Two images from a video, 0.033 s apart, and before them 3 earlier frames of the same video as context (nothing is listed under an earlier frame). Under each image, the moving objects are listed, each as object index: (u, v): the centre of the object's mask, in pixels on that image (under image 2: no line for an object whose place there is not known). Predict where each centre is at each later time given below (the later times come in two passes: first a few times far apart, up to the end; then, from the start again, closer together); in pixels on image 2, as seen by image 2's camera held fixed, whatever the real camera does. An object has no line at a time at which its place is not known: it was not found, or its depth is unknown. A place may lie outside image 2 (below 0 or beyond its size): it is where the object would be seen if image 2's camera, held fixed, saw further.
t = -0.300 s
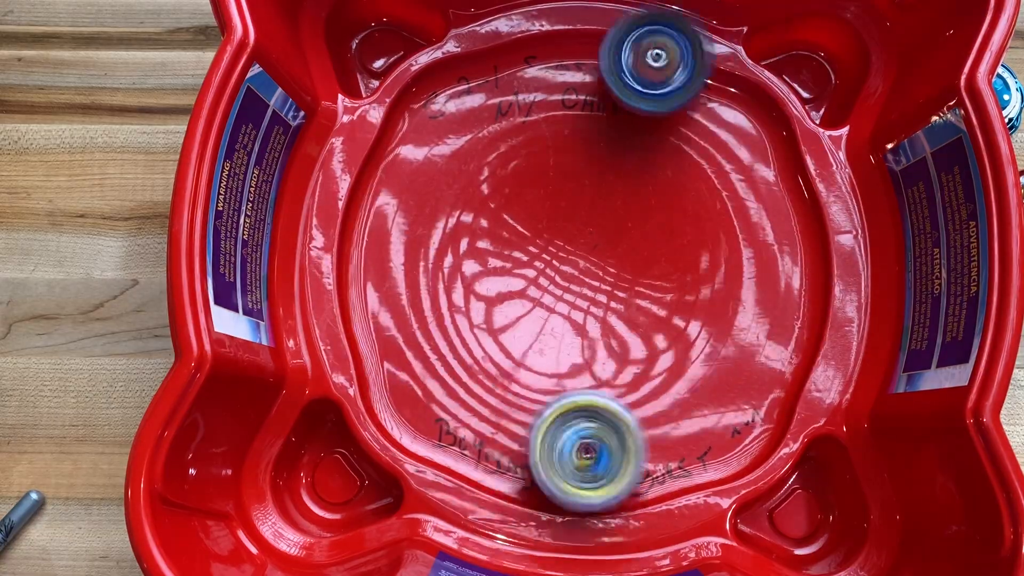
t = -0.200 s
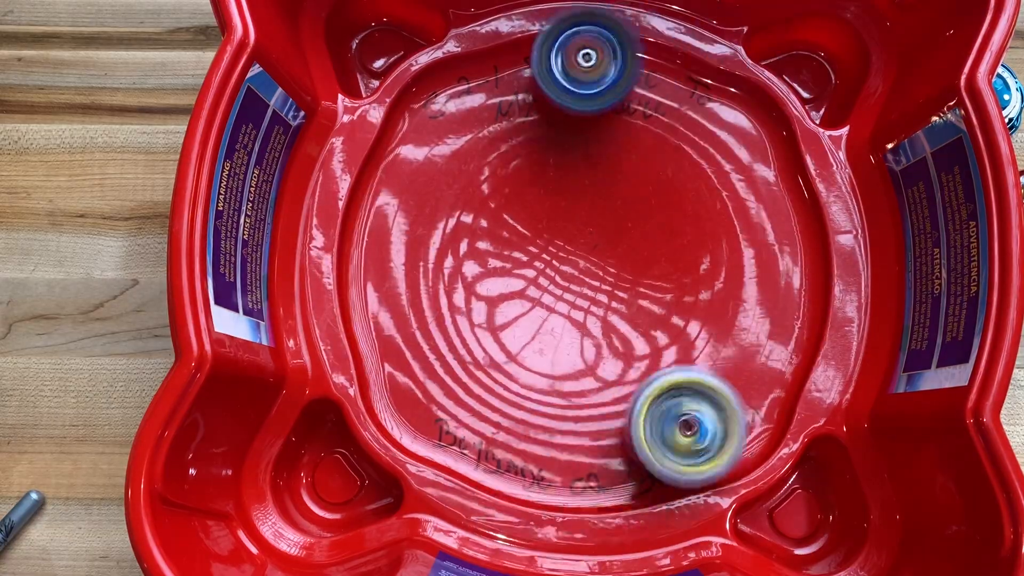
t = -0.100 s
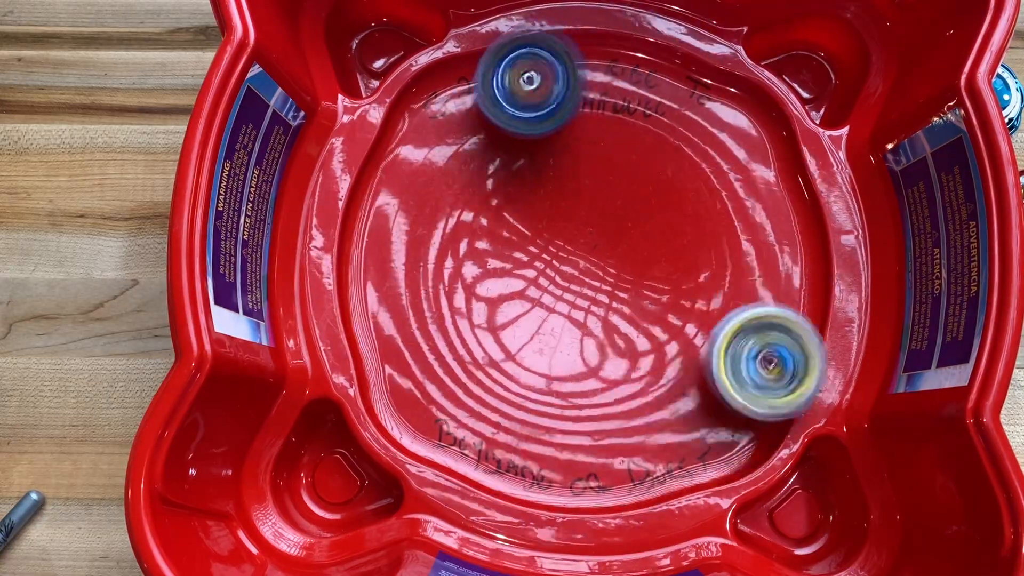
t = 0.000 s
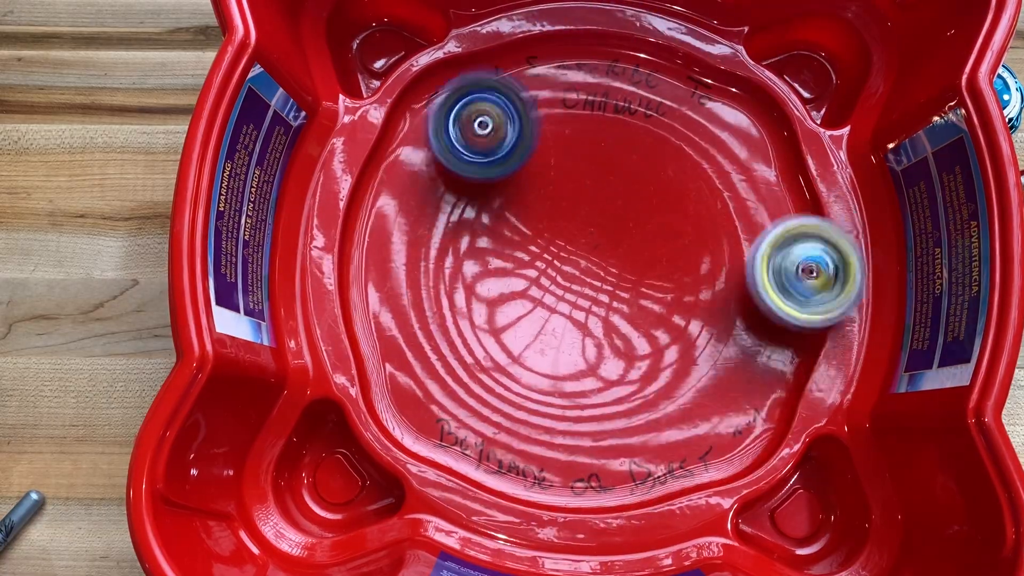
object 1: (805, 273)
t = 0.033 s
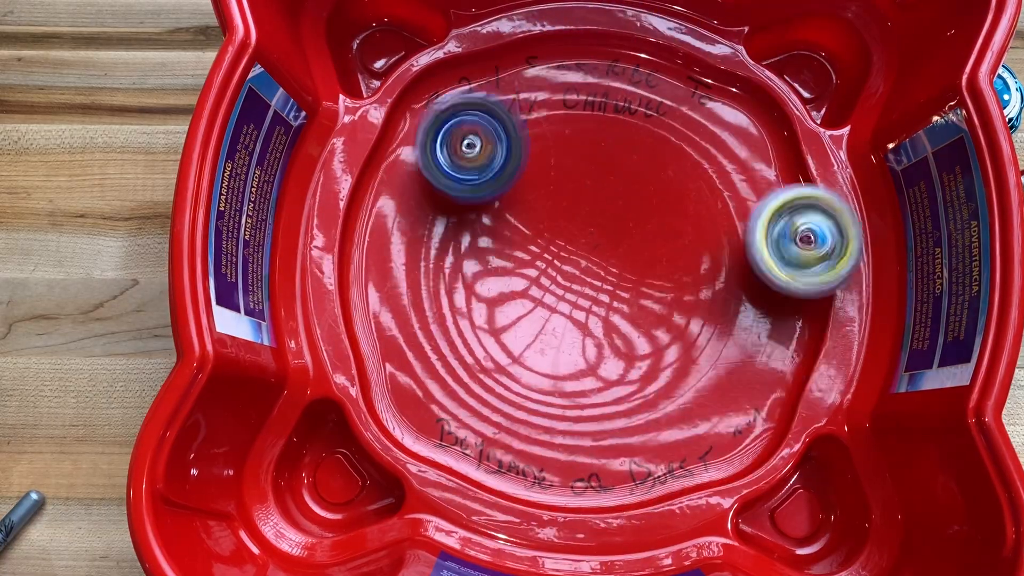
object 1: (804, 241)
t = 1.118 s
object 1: (633, 436)
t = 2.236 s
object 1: (447, 315)
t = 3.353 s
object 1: (481, 190)
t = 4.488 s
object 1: (526, 285)
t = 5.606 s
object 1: (602, 312)
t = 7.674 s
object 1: (535, 199)
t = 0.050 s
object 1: (800, 225)
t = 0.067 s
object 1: (798, 210)
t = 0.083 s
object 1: (794, 193)
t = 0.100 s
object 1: (789, 180)
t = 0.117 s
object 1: (780, 165)
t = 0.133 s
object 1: (769, 153)
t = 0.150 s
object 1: (762, 139)
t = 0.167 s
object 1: (749, 127)
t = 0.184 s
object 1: (741, 117)
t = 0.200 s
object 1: (729, 105)
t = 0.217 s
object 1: (719, 97)
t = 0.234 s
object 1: (707, 86)
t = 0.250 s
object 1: (696, 79)
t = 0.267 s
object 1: (684, 70)
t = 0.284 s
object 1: (671, 66)
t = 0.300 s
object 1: (659, 61)
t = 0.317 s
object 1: (644, 59)
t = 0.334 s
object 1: (631, 57)
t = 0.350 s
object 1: (616, 54)
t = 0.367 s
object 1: (602, 54)
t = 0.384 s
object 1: (587, 51)
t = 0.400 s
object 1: (574, 53)
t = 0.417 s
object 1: (561, 52)
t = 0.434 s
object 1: (547, 55)
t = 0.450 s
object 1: (535, 57)
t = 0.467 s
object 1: (522, 61)
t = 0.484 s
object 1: (511, 67)
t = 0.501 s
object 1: (499, 72)
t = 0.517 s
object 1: (489, 80)
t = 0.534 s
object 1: (477, 86)
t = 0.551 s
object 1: (467, 96)
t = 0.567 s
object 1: (457, 102)
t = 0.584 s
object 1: (447, 113)
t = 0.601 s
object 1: (440, 121)
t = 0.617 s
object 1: (431, 133)
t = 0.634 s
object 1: (425, 144)
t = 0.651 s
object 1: (416, 155)
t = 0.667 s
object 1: (412, 168)
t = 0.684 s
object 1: (406, 180)
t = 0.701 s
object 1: (404, 195)
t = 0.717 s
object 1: (399, 207)
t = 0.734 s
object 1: (398, 222)
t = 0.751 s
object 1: (396, 234)
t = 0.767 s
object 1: (396, 250)
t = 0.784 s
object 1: (398, 263)
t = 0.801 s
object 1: (400, 278)
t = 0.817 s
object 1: (405, 291)
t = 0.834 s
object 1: (409, 306)
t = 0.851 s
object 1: (417, 319)
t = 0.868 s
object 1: (422, 333)
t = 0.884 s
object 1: (432, 347)
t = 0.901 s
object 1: (439, 359)
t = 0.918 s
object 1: (450, 372)
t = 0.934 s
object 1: (461, 382)
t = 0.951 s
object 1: (475, 393)
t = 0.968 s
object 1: (488, 401)
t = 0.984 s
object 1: (502, 412)
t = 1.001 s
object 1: (517, 418)
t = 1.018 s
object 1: (532, 426)
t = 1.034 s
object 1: (549, 429)
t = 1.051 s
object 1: (565, 435)
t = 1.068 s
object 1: (583, 435)
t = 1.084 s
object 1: (599, 438)
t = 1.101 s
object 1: (619, 437)
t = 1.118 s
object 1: (633, 436)
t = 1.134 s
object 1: (652, 434)
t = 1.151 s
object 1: (666, 430)
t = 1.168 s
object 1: (684, 425)
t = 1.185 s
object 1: (699, 418)
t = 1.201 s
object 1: (715, 413)
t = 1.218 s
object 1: (729, 404)
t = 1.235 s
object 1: (743, 396)
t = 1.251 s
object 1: (755, 386)
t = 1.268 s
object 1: (768, 377)
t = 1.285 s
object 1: (778, 365)
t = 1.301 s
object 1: (787, 355)
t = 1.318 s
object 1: (792, 340)
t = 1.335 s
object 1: (797, 326)
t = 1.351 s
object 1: (800, 311)
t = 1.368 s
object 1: (802, 298)
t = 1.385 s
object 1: (805, 282)
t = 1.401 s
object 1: (806, 270)
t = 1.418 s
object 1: (806, 255)
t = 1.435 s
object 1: (803, 242)
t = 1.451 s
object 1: (802, 227)
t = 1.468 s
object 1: (797, 215)
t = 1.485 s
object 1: (794, 201)
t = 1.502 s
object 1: (788, 190)
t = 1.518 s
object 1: (783, 177)
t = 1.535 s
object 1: (775, 166)
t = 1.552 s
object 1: (769, 154)
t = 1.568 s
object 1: (760, 144)
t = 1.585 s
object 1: (753, 132)
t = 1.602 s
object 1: (743, 123)
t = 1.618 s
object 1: (735, 114)
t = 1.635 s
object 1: (724, 106)
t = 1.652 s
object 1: (715, 98)
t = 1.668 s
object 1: (703, 91)
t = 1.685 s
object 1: (693, 86)
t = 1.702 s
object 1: (680, 81)
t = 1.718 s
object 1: (670, 77)
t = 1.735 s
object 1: (657, 73)
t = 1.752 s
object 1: (646, 71)
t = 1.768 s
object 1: (633, 69)
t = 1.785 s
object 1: (622, 69)
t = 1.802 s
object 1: (608, 68)
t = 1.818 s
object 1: (597, 68)
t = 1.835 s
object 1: (582, 69)
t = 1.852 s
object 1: (571, 72)
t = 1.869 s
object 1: (557, 74)
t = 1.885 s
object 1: (547, 78)
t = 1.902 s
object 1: (533, 82)
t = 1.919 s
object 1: (523, 88)
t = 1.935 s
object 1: (511, 94)
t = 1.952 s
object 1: (502, 101)
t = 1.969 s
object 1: (490, 109)
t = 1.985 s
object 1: (483, 118)
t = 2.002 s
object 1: (472, 127)
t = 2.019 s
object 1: (465, 138)
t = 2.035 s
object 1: (455, 148)
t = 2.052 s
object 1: (450, 161)
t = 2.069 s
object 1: (442, 173)
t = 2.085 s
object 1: (439, 186)
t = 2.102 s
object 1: (433, 199)
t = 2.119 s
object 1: (432, 214)
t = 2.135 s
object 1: (428, 227)
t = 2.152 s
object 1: (430, 243)
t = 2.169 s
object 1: (429, 257)
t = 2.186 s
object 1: (433, 272)
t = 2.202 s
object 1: (435, 287)
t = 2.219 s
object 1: (442, 301)
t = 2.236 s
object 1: (447, 315)
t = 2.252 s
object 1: (456, 330)
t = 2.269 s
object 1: (464, 343)
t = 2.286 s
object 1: (475, 356)
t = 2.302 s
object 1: (485, 367)
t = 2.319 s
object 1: (499, 378)
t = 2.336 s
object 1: (511, 386)
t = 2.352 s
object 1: (526, 394)
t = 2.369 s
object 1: (540, 401)
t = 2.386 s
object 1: (557, 406)
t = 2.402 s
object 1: (571, 411)
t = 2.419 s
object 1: (588, 413)
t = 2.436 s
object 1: (602, 414)
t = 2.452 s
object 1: (619, 413)
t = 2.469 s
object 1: (634, 412)
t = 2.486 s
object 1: (650, 409)
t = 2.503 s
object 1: (664, 406)
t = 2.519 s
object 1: (679, 400)
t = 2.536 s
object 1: (692, 396)
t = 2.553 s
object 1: (705, 387)
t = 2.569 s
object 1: (717, 381)
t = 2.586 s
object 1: (728, 371)
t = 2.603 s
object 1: (739, 364)
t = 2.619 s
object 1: (748, 352)
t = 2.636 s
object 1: (756, 344)
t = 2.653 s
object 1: (763, 332)
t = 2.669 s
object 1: (770, 322)
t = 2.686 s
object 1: (774, 310)
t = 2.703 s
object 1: (779, 299)
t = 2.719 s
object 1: (781, 287)
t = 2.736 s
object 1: (785, 276)
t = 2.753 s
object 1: (785, 264)
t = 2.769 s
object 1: (786, 252)
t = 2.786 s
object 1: (785, 241)
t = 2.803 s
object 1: (785, 229)
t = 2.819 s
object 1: (781, 218)
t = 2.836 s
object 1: (780, 206)
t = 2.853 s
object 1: (775, 197)
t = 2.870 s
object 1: (772, 185)
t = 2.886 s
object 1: (765, 177)
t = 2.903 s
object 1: (760, 166)
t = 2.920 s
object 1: (753, 159)
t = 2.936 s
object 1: (746, 149)
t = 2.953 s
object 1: (738, 143)
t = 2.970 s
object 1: (730, 134)
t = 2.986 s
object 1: (721, 129)
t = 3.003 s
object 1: (711, 123)
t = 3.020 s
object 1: (702, 118)
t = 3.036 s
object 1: (691, 113)
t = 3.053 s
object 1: (681, 109)
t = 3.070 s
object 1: (669, 105)
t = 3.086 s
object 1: (658, 102)
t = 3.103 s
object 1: (645, 101)
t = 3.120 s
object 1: (634, 99)
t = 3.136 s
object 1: (620, 100)
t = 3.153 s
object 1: (609, 100)
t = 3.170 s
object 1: (596, 103)
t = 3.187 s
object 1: (584, 105)
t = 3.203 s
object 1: (571, 111)
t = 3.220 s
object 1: (559, 114)
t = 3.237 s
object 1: (549, 121)
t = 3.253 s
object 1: (536, 127)
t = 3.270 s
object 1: (526, 136)
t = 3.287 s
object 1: (515, 145)
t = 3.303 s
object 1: (506, 155)
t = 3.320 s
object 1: (496, 166)
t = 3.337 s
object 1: (489, 178)
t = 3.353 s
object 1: (481, 190)
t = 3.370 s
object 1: (475, 203)
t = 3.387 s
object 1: (470, 218)
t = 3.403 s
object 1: (467, 231)
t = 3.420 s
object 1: (466, 244)
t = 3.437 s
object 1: (466, 255)
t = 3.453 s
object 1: (467, 269)
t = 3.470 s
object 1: (469, 281)
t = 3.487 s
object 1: (475, 294)
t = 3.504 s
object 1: (479, 305)
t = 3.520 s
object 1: (488, 315)
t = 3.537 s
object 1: (495, 326)
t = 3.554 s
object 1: (506, 334)
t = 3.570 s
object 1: (515, 343)
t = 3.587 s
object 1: (527, 348)
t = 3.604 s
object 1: (538, 354)
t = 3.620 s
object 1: (550, 358)
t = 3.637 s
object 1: (561, 361)
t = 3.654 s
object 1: (571, 363)
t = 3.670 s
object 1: (583, 363)
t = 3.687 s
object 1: (593, 363)
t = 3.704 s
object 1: (603, 363)
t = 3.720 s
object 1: (611, 362)
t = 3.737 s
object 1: (619, 360)
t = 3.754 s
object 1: (627, 358)
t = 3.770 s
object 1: (634, 354)
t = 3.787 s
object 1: (642, 351)
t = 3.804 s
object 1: (649, 346)
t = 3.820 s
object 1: (657, 342)
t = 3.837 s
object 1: (662, 336)
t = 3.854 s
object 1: (668, 330)
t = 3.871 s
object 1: (671, 324)
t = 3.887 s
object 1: (676, 317)
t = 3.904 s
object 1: (677, 312)
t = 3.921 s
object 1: (678, 303)
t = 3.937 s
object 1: (676, 297)
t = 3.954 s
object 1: (675, 287)
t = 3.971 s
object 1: (676, 279)
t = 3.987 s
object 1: (675, 267)
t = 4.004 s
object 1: (676, 259)
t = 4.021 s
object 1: (673, 250)
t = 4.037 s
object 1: (672, 240)
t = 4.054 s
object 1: (668, 234)
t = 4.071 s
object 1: (664, 225)
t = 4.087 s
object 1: (659, 222)
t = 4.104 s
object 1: (651, 216)
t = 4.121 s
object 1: (646, 214)
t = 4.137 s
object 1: (636, 209)
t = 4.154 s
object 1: (629, 205)
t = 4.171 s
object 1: (616, 201)
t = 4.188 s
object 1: (608, 197)
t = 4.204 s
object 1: (596, 196)
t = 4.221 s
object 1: (586, 194)
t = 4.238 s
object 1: (577, 196)
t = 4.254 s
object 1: (568, 198)
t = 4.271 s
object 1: (561, 201)
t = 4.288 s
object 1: (553, 205)
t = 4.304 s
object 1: (547, 209)
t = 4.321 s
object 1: (541, 215)
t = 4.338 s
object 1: (535, 221)
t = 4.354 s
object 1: (531, 228)
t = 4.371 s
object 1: (528, 234)
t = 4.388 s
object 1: (526, 241)
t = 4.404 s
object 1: (524, 248)
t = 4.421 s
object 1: (523, 255)
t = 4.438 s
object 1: (523, 263)
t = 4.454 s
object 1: (523, 270)
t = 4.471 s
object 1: (525, 278)
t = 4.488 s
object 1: (526, 285)
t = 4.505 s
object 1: (530, 292)
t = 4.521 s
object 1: (533, 298)
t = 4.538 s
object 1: (538, 304)
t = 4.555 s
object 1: (543, 310)
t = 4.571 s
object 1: (549, 314)
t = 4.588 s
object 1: (555, 319)
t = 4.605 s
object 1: (561, 322)
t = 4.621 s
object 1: (569, 326)
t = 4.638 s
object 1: (576, 328)
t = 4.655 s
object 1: (585, 329)
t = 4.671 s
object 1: (592, 329)
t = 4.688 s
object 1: (600, 328)
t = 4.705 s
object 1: (607, 327)
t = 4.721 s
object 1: (613, 323)
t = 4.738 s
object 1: (621, 321)
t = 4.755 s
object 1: (627, 316)
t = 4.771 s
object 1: (633, 311)
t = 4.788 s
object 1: (638, 305)
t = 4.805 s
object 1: (642, 298)
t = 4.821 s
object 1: (645, 292)
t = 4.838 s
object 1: (648, 285)
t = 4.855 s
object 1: (650, 279)
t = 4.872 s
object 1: (651, 271)
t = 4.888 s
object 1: (652, 264)
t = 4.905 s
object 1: (651, 256)
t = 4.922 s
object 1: (649, 248)
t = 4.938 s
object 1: (646, 242)
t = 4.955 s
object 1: (643, 235)
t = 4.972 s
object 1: (640, 229)
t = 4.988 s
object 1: (635, 223)
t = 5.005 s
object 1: (631, 217)
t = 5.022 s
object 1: (626, 212)
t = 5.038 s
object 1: (620, 207)
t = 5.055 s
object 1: (613, 203)
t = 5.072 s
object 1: (606, 200)
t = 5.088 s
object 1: (600, 198)
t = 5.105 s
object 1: (592, 197)
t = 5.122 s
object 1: (586, 196)
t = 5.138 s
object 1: (579, 196)
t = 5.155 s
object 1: (572, 196)
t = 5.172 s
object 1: (564, 198)
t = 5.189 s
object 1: (557, 200)
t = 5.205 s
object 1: (550, 204)
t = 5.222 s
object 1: (544, 207)
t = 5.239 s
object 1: (539, 211)
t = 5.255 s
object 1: (534, 217)
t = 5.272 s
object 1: (529, 222)
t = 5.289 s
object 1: (526, 228)
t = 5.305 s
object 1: (523, 235)
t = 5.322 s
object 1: (521, 242)
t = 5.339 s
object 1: (519, 249)
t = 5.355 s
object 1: (520, 256)
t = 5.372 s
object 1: (521, 264)
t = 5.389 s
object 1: (523, 270)
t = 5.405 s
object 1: (525, 278)
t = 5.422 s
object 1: (529, 284)
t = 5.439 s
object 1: (534, 291)
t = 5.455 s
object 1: (539, 296)
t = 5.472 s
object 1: (545, 300)
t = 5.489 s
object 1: (551, 305)
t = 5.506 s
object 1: (558, 308)
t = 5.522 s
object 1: (565, 311)
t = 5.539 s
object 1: (573, 313)
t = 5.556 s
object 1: (581, 314)
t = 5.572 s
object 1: (588, 314)
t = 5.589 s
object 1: (595, 313)
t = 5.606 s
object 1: (602, 312)
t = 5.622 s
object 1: (609, 309)
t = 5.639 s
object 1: (616, 307)
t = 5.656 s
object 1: (622, 303)
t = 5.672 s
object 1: (629, 298)
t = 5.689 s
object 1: (634, 293)
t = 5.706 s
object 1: (639, 288)
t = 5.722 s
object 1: (643, 282)
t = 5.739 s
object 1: (646, 276)
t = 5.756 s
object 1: (649, 270)
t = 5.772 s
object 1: (650, 262)
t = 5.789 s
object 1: (651, 255)
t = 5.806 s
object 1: (650, 248)
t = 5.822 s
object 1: (649, 241)
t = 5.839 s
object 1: (647, 235)
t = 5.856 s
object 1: (644, 229)
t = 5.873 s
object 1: (641, 223)
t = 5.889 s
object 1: (636, 217)
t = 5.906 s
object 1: (631, 212)
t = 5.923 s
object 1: (625, 208)
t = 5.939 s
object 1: (618, 204)
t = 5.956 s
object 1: (612, 202)
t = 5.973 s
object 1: (605, 201)
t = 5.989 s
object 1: (599, 200)
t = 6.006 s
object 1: (591, 199)
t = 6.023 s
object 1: (584, 200)
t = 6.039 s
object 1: (577, 202)
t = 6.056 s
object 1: (569, 205)
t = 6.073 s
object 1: (564, 208)
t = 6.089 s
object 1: (558, 212)
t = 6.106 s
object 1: (553, 216)
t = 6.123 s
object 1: (549, 221)
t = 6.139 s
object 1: (549, 228)
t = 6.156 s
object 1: (550, 233)
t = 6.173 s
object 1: (551, 240)
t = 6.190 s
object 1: (551, 247)
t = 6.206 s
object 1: (553, 252)
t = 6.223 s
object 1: (554, 260)
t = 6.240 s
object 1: (557, 265)
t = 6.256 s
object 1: (561, 271)
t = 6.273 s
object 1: (564, 276)
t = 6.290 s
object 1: (569, 280)
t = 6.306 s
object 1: (574, 285)
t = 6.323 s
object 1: (579, 288)
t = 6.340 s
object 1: (586, 292)
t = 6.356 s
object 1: (591, 294)
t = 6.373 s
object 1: (598, 294)
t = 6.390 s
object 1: (604, 296)
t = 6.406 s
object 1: (610, 295)
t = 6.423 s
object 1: (617, 295)
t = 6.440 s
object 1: (622, 293)
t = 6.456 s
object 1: (629, 290)
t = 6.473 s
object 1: (633, 287)
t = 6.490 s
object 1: (638, 283)
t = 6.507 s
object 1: (643, 279)
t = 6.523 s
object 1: (647, 271)
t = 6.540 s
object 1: (653, 259)
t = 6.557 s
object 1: (658, 250)
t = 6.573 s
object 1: (664, 239)
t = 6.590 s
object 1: (665, 230)
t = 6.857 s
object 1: (595, 185)
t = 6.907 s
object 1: (575, 187)
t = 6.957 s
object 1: (554, 174)
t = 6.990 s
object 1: (544, 171)
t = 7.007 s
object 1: (540, 172)
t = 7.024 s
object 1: (535, 172)
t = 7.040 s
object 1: (530, 172)
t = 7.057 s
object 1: (525, 173)
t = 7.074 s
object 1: (522, 175)
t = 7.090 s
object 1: (517, 176)
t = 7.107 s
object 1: (512, 174)
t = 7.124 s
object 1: (507, 171)
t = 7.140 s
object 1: (500, 168)
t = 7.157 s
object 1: (494, 164)
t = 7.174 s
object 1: (491, 165)
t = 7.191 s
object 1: (489, 162)
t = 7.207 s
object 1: (487, 160)
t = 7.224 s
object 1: (488, 161)
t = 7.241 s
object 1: (488, 161)
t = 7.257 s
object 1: (489, 160)
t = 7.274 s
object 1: (491, 164)
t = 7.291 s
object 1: (491, 165)
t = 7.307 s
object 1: (494, 165)
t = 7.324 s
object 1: (496, 172)
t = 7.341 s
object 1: (496, 174)
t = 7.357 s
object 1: (499, 176)
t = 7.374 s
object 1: (500, 185)
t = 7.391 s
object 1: (499, 187)
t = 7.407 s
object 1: (501, 185)
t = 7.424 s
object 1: (498, 188)
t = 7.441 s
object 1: (494, 185)
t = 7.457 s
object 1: (494, 183)
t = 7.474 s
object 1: (492, 187)
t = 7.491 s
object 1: (490, 184)
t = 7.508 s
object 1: (492, 181)
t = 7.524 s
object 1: (493, 184)
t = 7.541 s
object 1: (493, 182)
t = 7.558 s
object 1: (497, 180)
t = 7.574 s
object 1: (502, 182)
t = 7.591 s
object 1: (505, 182)
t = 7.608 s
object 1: (511, 183)
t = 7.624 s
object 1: (518, 187)
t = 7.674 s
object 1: (535, 199)
